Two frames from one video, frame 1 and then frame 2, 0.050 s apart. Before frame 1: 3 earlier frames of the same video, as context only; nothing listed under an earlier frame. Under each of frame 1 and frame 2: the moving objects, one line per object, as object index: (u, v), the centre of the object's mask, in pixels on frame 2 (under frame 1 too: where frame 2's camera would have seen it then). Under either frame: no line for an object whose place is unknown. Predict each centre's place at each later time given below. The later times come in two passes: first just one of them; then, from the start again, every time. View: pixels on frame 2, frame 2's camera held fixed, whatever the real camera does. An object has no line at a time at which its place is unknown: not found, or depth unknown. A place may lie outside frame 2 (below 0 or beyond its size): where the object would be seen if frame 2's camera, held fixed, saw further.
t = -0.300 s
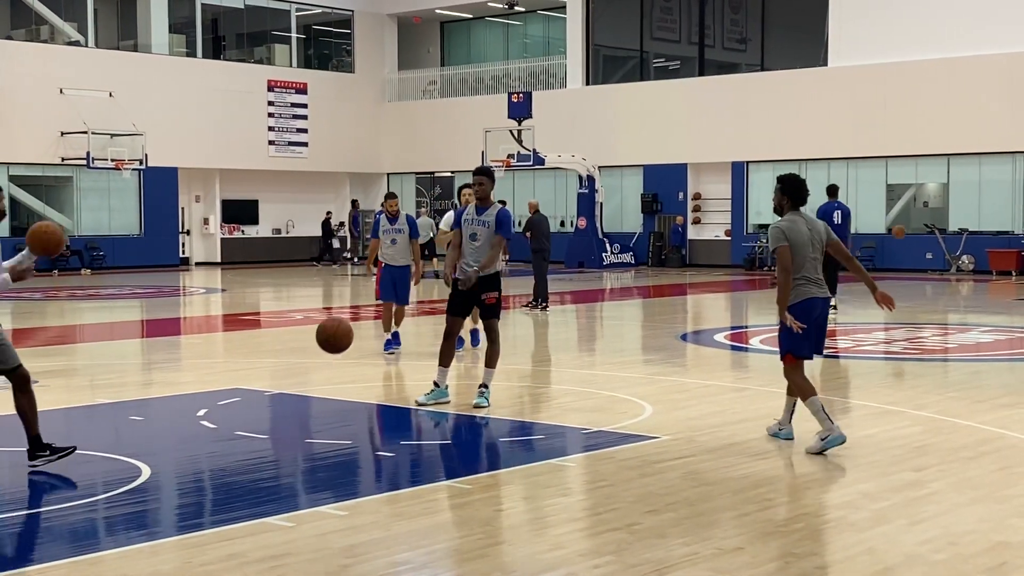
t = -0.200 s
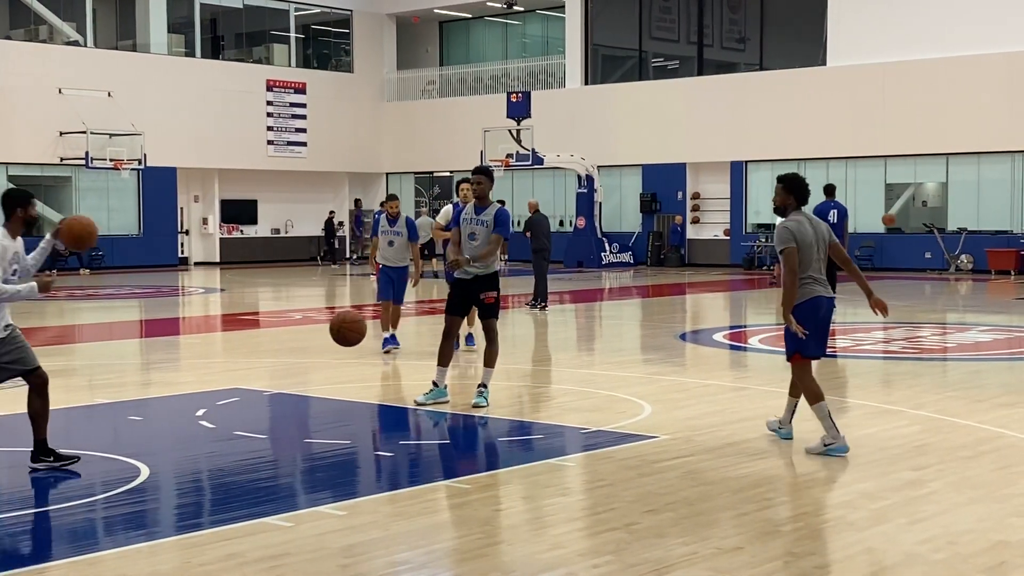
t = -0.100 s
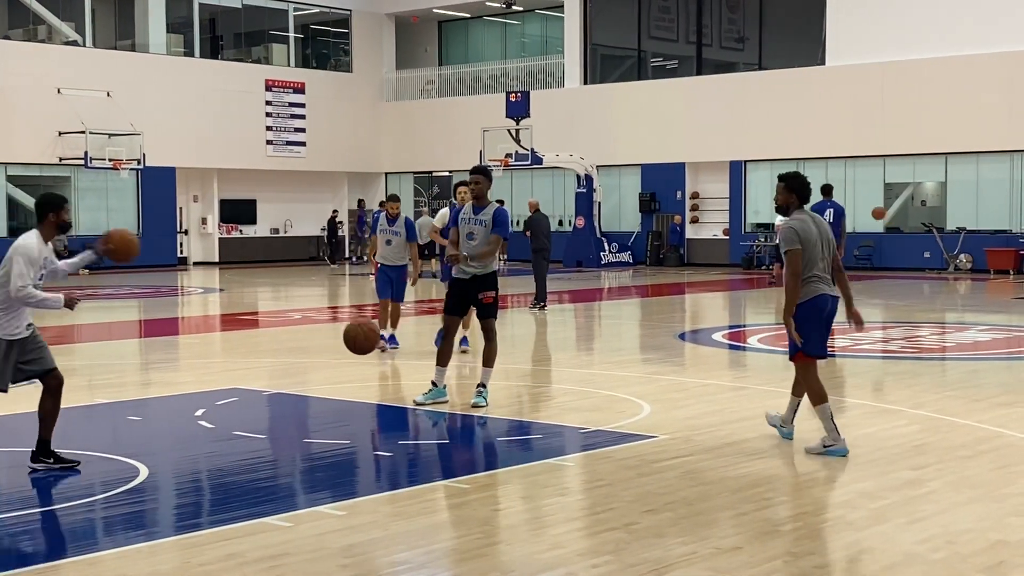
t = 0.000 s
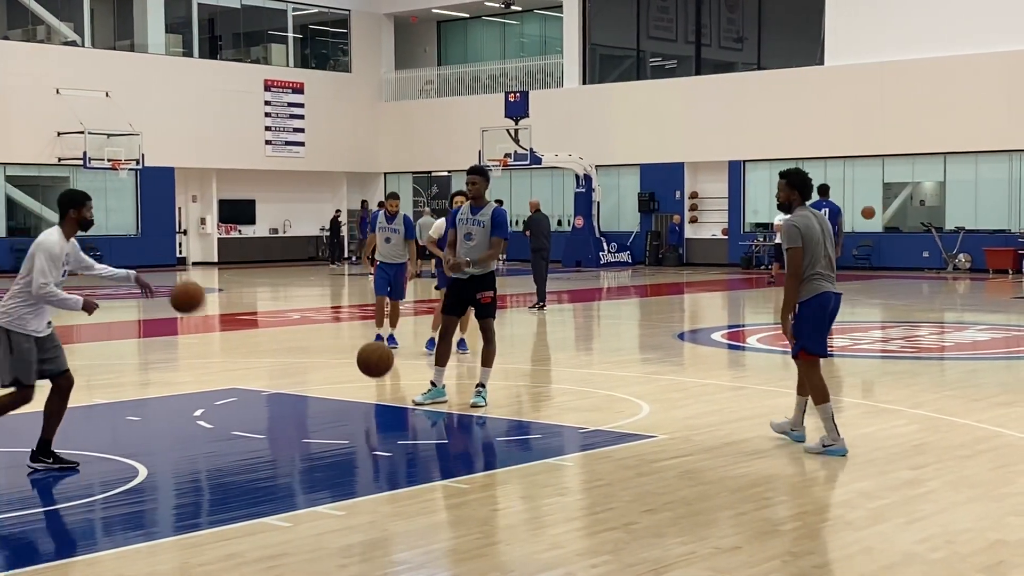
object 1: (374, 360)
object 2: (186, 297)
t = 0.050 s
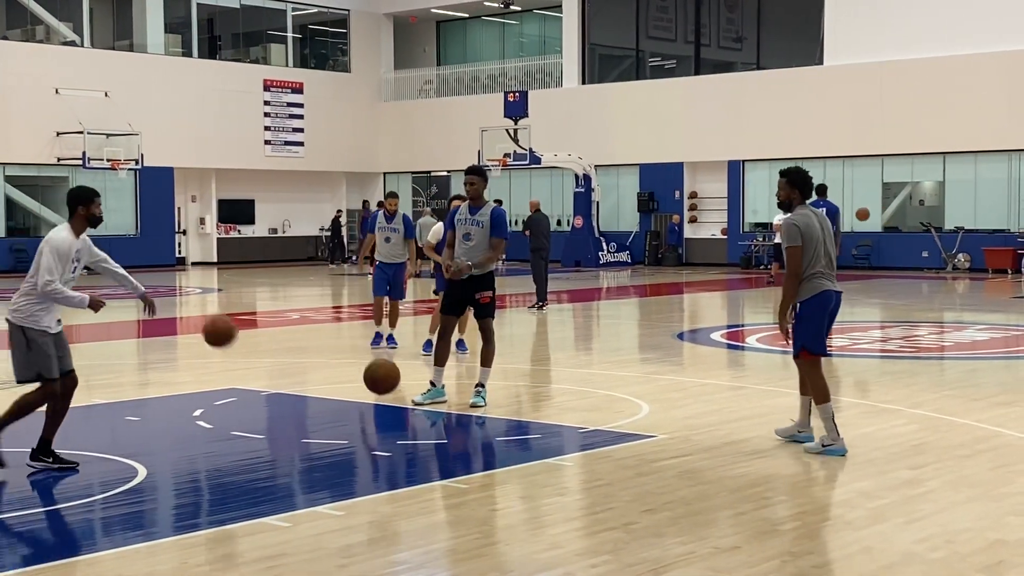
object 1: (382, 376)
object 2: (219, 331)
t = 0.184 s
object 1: (401, 439)
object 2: (294, 408)
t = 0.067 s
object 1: (384, 382)
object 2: (230, 343)
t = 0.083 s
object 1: (386, 389)
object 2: (240, 354)
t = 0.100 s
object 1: (389, 396)
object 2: (250, 366)
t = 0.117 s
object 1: (392, 404)
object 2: (261, 378)
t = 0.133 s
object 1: (394, 412)
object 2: (271, 391)
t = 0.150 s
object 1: (396, 422)
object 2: (281, 404)
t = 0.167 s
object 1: (399, 430)
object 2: (290, 416)
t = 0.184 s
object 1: (401, 439)
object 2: (294, 408)
